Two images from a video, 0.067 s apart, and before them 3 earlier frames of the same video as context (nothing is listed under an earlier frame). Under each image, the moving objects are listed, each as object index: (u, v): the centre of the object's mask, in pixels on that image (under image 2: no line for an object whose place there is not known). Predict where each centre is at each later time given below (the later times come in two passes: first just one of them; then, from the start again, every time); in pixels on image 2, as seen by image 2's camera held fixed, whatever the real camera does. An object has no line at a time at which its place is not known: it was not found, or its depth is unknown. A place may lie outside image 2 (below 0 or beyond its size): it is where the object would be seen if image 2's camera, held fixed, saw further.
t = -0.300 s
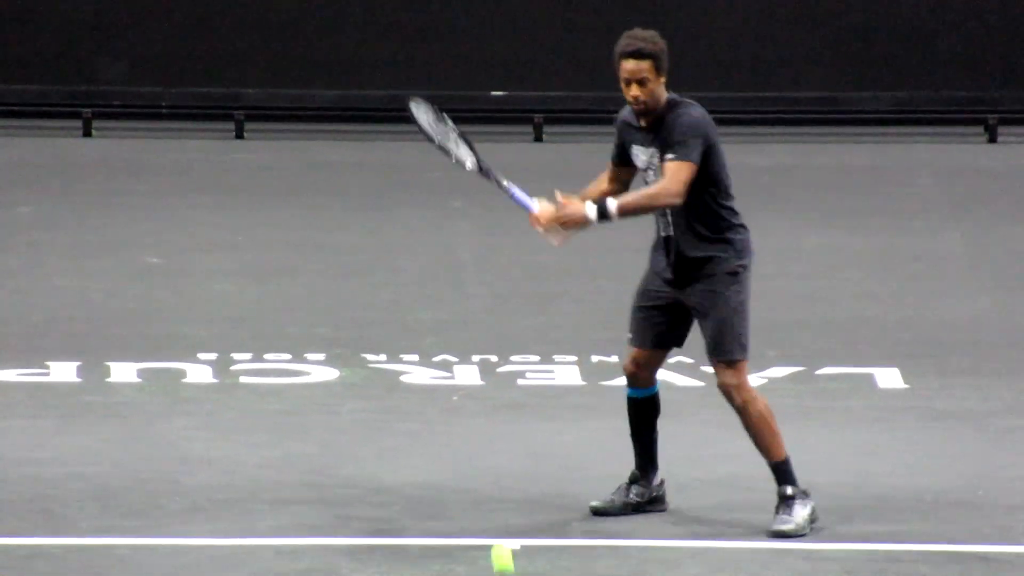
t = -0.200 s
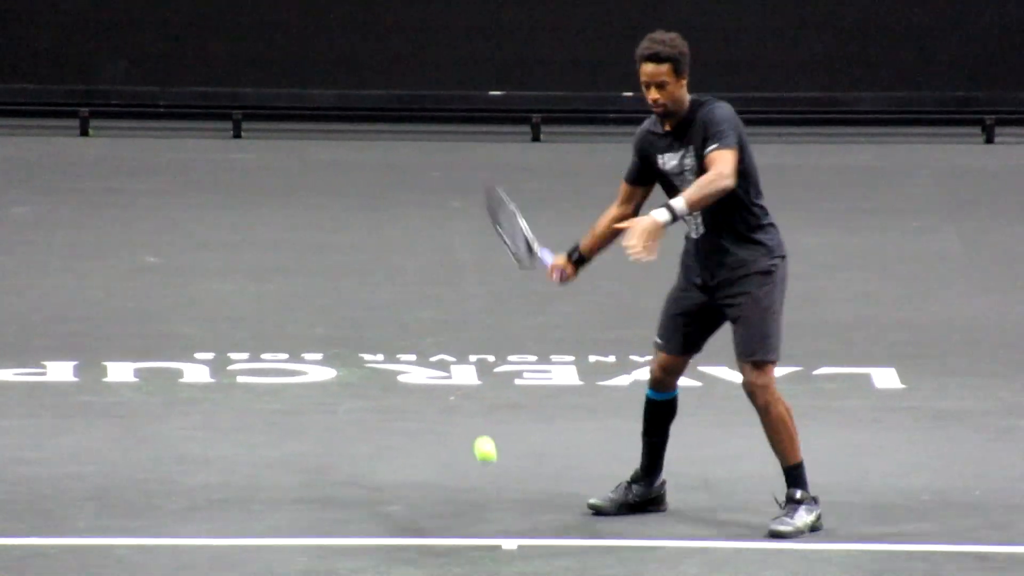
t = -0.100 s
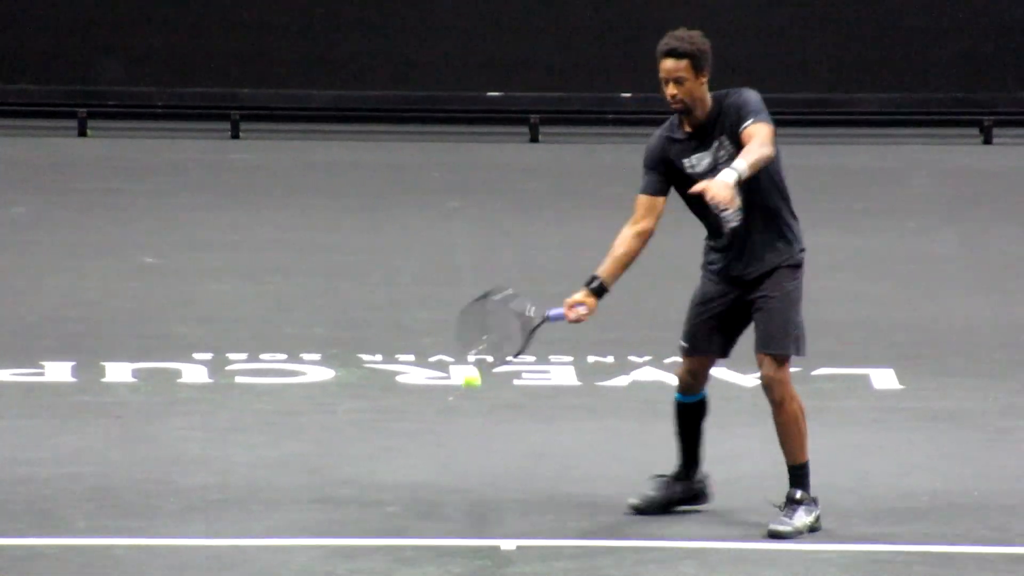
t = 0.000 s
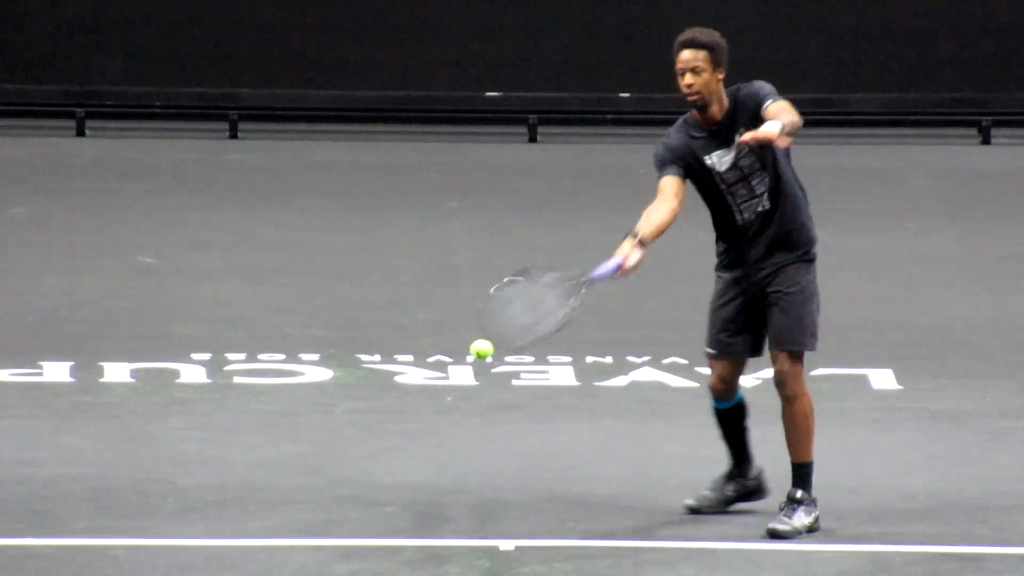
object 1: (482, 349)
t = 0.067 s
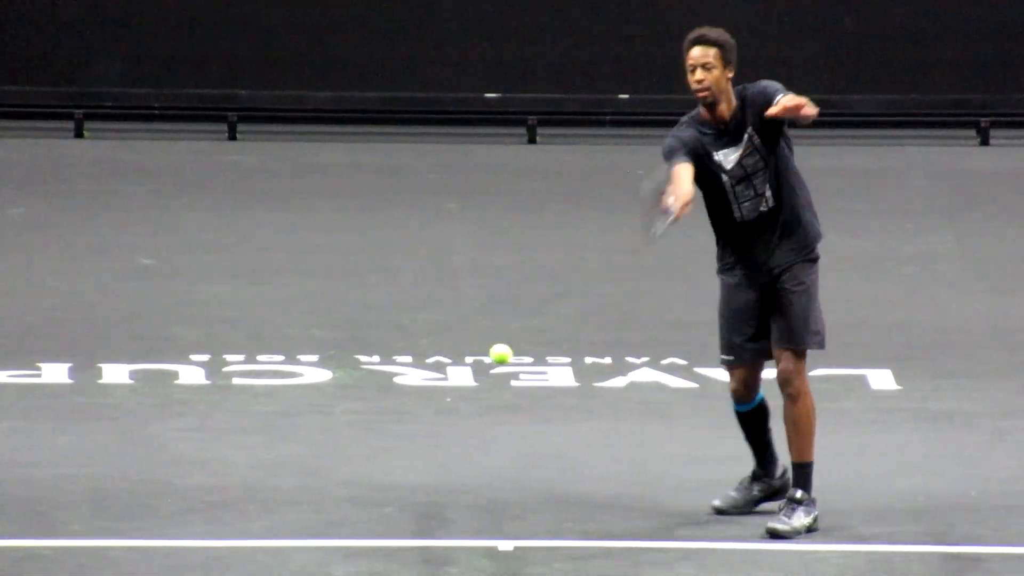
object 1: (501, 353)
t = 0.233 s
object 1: (553, 421)
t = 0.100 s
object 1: (510, 360)
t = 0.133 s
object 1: (520, 369)
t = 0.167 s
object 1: (532, 383)
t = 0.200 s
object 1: (543, 399)
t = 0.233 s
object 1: (553, 421)
